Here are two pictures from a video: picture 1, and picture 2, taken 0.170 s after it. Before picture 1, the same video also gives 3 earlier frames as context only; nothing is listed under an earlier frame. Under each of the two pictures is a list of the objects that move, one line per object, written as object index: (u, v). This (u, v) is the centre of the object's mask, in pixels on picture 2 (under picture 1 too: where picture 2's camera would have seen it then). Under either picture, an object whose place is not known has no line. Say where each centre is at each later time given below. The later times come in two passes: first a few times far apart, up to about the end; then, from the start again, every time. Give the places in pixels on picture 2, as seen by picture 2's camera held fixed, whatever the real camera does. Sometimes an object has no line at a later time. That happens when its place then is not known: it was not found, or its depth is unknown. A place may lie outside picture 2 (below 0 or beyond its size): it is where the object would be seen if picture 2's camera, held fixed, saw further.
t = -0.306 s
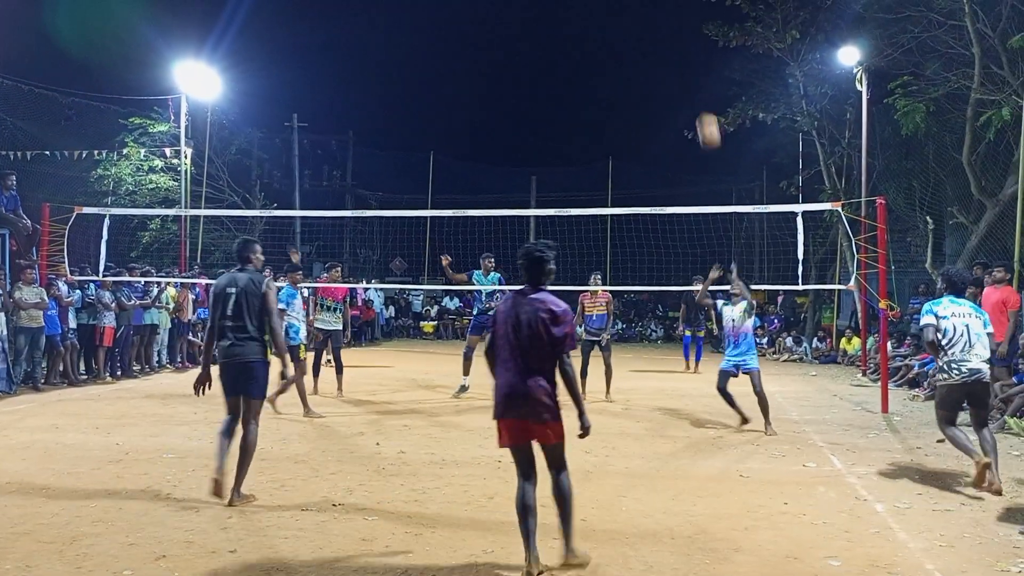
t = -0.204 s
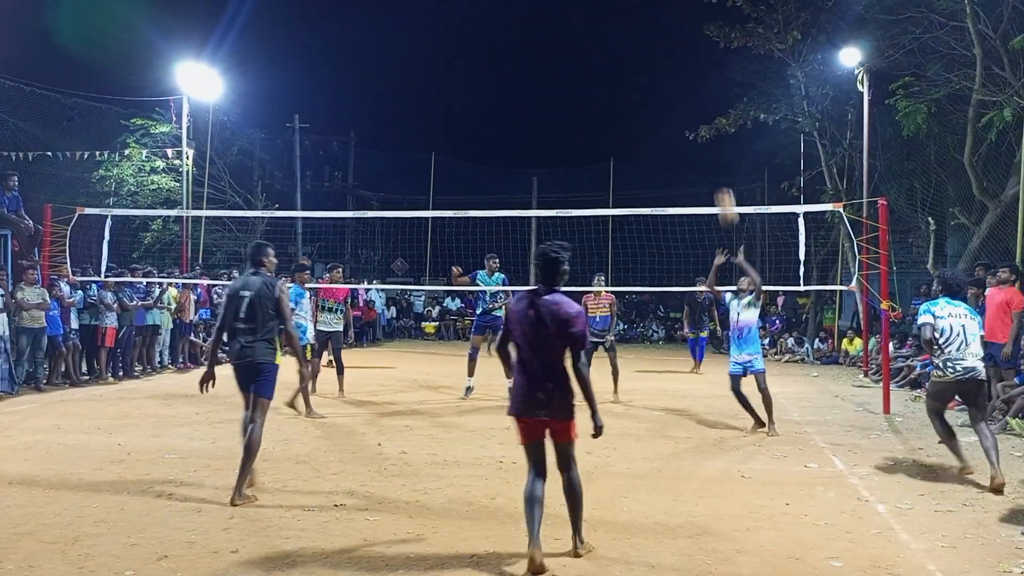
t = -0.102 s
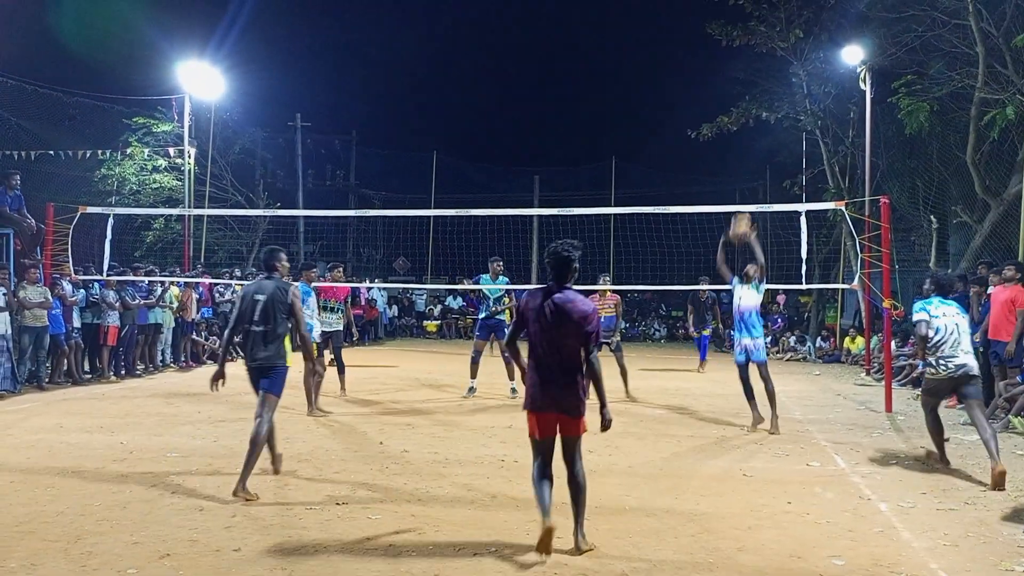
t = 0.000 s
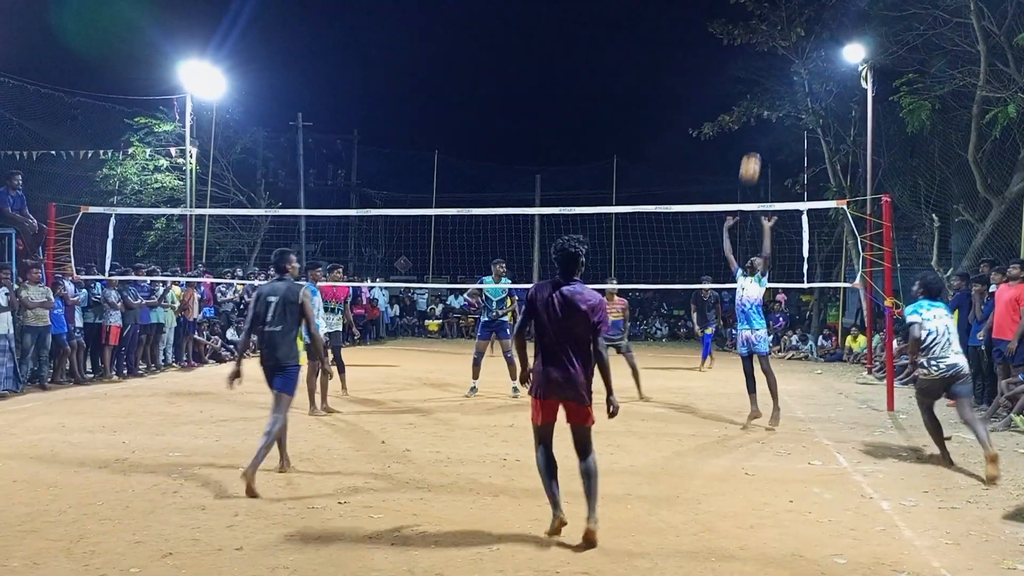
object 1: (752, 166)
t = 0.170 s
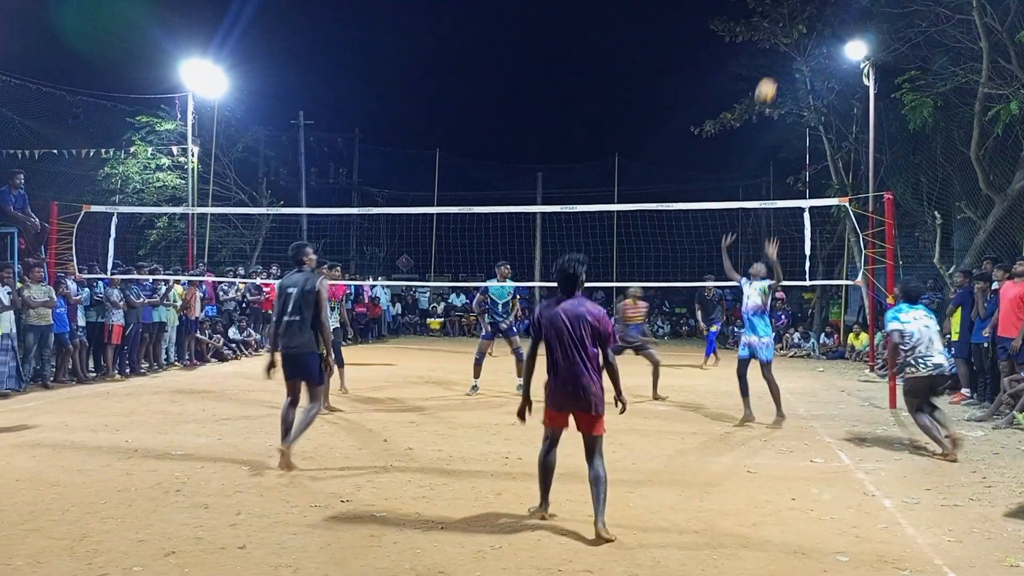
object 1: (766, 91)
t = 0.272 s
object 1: (774, 60)
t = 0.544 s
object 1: (795, 23)
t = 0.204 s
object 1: (769, 79)
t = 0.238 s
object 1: (772, 69)
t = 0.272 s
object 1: (774, 60)
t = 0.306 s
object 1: (777, 51)
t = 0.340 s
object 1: (780, 44)
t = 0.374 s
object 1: (783, 38)
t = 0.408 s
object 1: (785, 33)
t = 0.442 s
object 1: (788, 29)
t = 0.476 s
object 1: (791, 25)
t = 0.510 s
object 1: (793, 24)
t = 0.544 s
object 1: (795, 23)
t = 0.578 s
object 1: (798, 23)
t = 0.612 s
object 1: (800, 23)
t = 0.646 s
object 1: (802, 25)
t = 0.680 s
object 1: (804, 28)
